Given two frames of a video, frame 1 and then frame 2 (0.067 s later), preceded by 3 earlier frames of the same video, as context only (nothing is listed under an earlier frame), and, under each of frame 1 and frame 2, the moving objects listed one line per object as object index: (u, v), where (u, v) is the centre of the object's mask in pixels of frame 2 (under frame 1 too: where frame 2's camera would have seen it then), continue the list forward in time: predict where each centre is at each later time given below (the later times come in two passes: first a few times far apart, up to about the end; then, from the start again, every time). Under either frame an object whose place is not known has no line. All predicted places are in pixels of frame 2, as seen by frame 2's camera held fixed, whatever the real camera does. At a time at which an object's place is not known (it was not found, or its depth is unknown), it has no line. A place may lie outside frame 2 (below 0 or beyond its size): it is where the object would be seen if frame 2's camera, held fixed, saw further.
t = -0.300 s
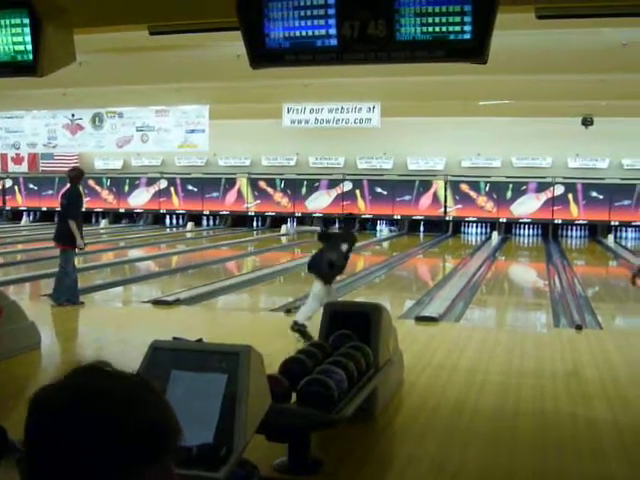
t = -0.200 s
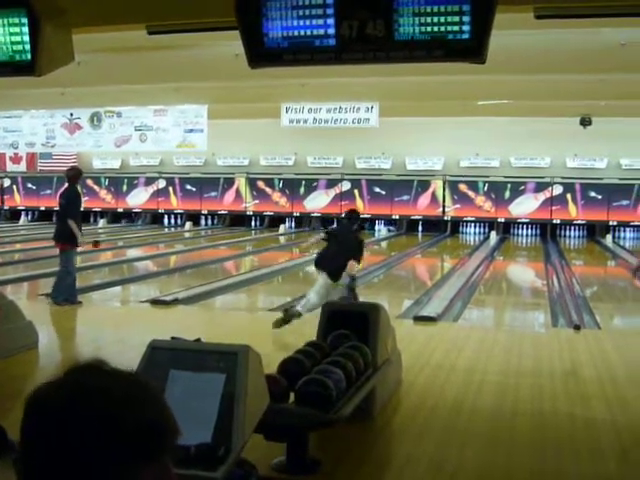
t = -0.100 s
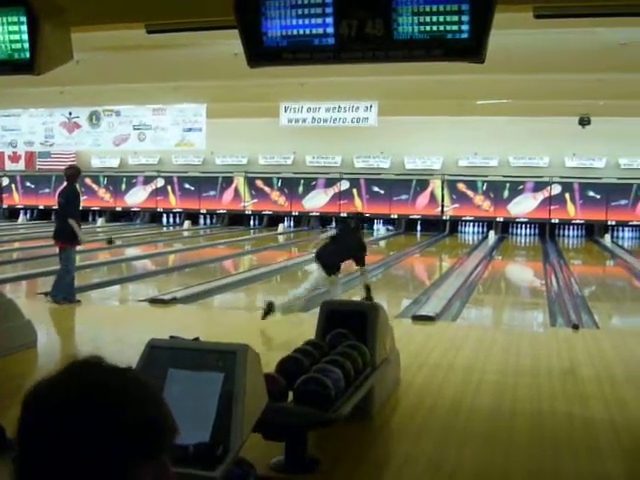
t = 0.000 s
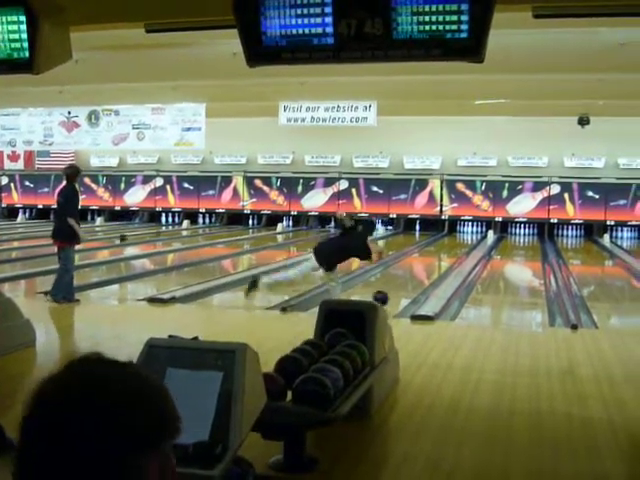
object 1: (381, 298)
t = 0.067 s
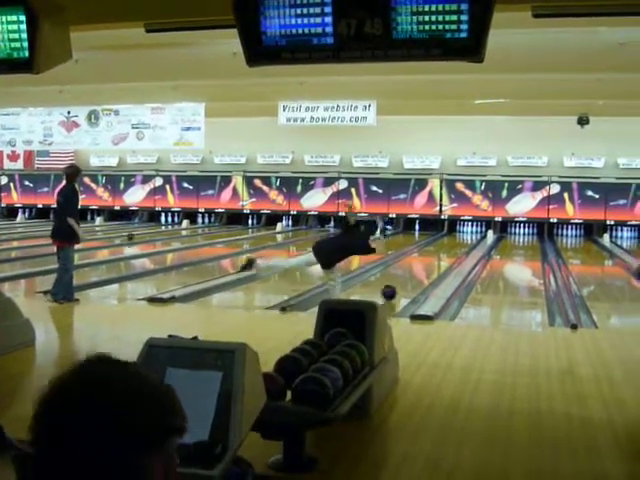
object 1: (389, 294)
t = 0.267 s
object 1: (410, 279)
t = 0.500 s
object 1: (428, 267)
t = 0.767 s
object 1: (442, 258)
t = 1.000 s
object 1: (451, 252)
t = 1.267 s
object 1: (460, 246)
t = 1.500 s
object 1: (463, 241)
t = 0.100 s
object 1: (393, 292)
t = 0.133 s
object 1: (398, 290)
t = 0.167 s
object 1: (401, 289)
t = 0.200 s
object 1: (404, 286)
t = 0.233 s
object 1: (407, 284)
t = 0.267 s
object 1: (410, 279)
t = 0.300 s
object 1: (412, 277)
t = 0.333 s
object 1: (415, 276)
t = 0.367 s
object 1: (417, 274)
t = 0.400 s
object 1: (421, 272)
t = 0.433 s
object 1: (423, 271)
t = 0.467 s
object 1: (425, 269)
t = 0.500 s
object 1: (428, 267)
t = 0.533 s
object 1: (429, 266)
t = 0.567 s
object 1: (431, 265)
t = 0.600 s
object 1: (433, 263)
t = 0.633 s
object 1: (435, 263)
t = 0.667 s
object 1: (436, 261)
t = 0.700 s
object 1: (438, 260)
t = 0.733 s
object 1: (440, 259)
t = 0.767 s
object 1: (442, 258)
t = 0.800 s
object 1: (443, 257)
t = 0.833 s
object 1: (444, 256)
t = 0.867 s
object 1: (446, 254)
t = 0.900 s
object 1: (447, 254)
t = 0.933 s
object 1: (448, 254)
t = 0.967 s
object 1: (449, 253)
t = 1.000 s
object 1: (451, 252)
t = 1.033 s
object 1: (452, 251)
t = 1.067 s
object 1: (453, 252)
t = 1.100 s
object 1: (454, 249)
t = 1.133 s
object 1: (455, 248)
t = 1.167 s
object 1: (457, 247)
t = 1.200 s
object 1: (457, 247)
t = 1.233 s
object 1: (459, 245)
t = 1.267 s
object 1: (460, 246)
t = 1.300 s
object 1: (460, 245)
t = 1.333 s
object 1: (460, 245)
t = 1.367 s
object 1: (460, 244)
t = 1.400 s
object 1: (461, 243)
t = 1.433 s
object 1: (463, 242)
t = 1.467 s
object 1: (463, 242)
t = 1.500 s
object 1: (463, 241)
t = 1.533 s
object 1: (463, 241)
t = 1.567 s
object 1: (464, 239)
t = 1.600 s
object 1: (465, 239)
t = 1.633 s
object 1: (466, 238)
